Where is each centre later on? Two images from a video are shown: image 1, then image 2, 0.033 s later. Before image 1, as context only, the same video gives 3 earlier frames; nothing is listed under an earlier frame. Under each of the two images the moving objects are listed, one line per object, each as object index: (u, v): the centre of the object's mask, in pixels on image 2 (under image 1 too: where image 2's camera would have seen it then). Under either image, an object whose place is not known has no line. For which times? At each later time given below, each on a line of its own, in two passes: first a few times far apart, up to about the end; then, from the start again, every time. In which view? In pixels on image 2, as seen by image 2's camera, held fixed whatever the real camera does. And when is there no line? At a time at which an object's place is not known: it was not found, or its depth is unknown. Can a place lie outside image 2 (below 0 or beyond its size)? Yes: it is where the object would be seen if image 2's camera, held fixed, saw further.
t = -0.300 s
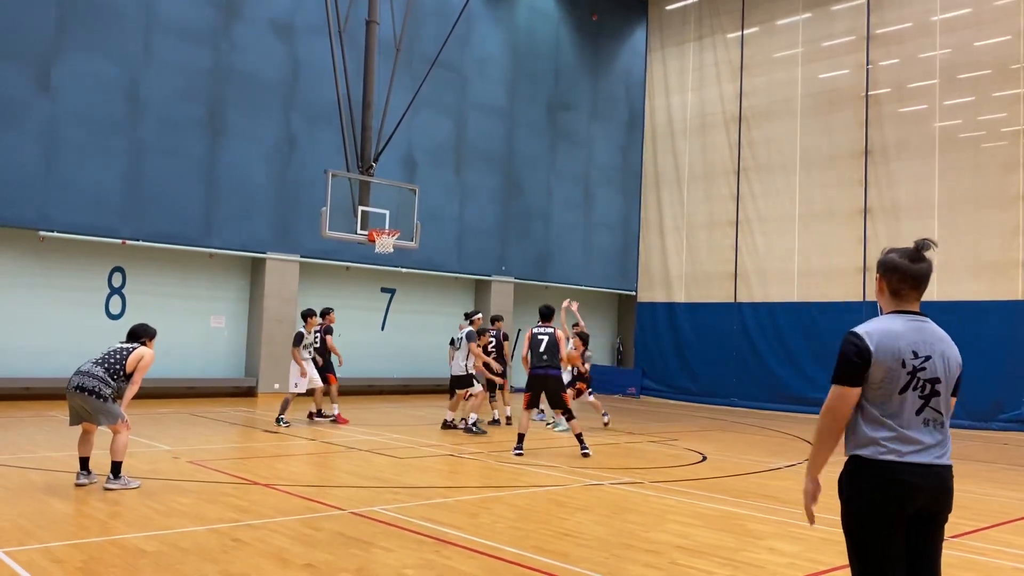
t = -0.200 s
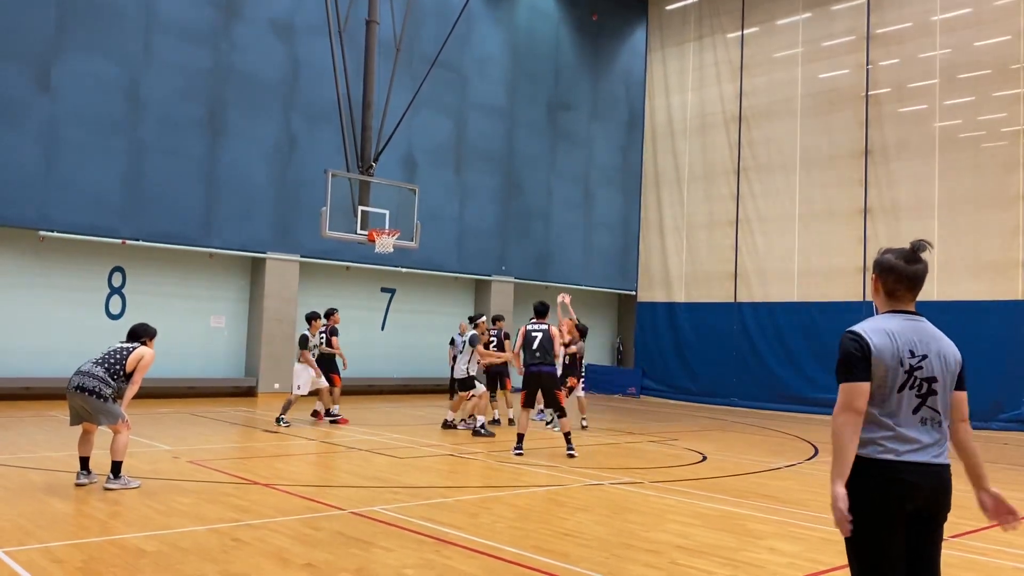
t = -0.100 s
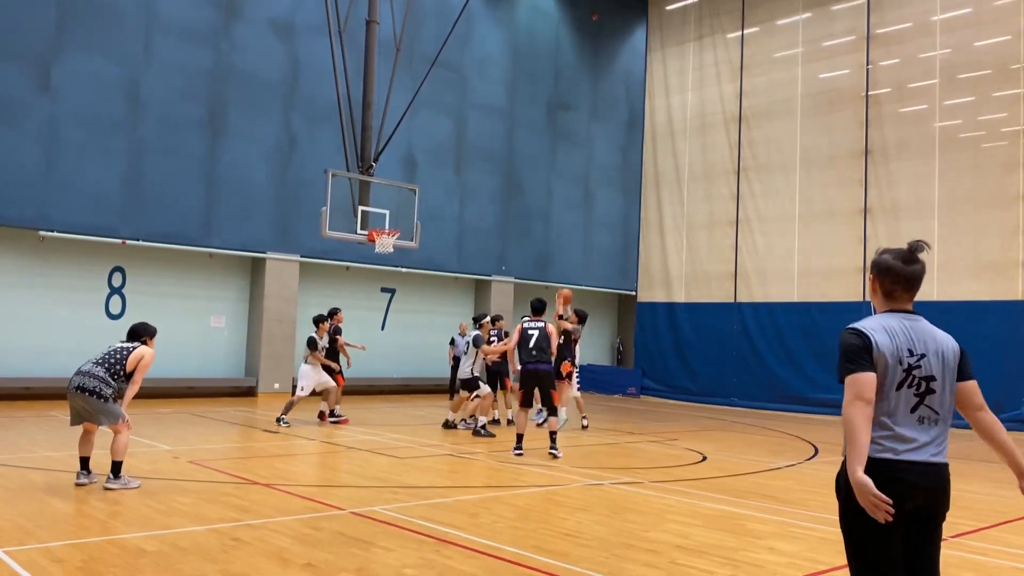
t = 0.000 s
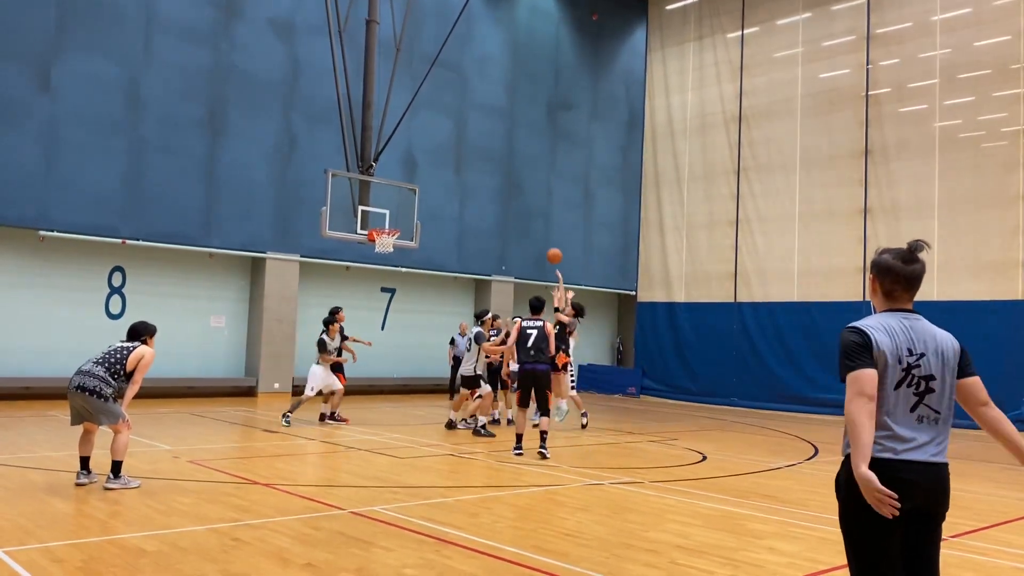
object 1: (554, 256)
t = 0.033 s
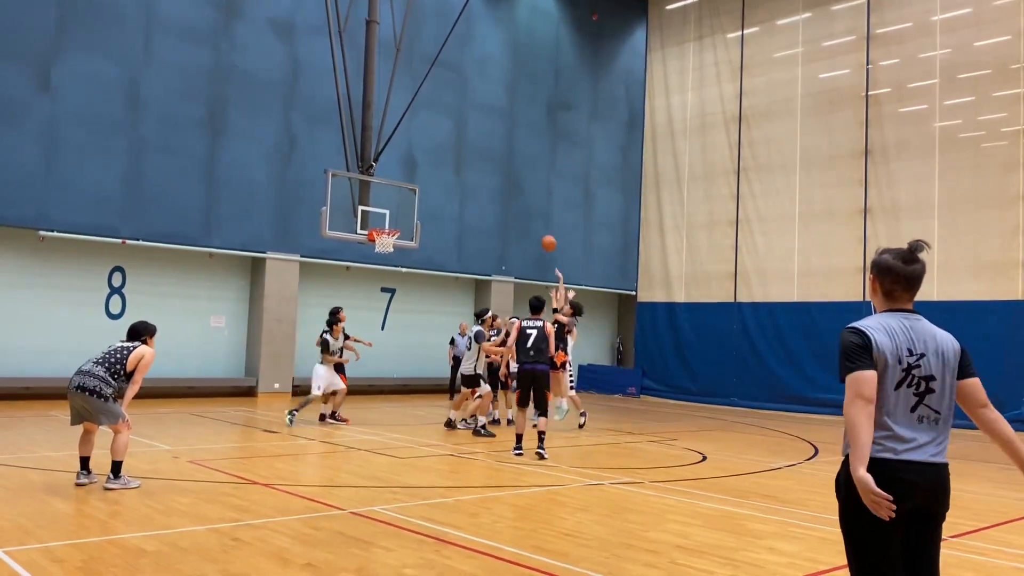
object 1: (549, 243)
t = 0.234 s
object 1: (516, 186)
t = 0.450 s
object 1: (482, 155)
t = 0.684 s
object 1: (445, 152)
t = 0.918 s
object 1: (410, 180)
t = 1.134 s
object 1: (402, 219)
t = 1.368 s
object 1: (445, 236)
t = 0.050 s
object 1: (546, 238)
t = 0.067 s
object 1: (544, 232)
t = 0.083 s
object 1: (541, 226)
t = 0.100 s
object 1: (538, 220)
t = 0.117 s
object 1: (535, 216)
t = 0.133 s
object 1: (532, 212)
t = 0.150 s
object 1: (530, 207)
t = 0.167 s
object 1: (527, 203)
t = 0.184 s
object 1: (524, 198)
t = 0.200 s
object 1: (522, 194)
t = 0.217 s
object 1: (519, 190)
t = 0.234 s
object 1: (516, 186)
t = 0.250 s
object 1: (513, 183)
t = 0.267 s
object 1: (511, 180)
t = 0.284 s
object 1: (508, 176)
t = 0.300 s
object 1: (505, 174)
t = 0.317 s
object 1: (503, 171)
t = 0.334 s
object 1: (500, 168)
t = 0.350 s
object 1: (498, 166)
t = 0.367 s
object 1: (495, 163)
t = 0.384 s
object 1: (492, 161)
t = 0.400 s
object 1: (490, 159)
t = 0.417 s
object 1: (487, 158)
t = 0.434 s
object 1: (484, 156)
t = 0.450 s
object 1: (482, 155)
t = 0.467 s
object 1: (479, 153)
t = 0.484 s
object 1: (477, 152)
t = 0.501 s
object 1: (474, 151)
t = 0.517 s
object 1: (471, 151)
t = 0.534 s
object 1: (469, 150)
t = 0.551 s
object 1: (466, 150)
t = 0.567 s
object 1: (464, 149)
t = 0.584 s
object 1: (461, 149)
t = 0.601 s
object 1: (458, 150)
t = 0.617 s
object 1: (456, 150)
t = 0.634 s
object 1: (453, 150)
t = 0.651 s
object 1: (451, 151)
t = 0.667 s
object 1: (448, 151)
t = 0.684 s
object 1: (445, 152)
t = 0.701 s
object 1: (443, 153)
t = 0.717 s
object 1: (440, 154)
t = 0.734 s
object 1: (438, 155)
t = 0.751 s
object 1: (435, 157)
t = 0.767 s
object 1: (433, 159)
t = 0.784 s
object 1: (430, 160)
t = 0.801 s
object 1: (428, 162)
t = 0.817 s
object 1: (425, 165)
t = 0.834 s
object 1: (423, 167)
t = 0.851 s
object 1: (420, 169)
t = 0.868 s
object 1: (417, 172)
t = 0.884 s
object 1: (415, 175)
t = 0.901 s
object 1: (412, 177)
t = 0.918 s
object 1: (410, 180)
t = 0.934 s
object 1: (407, 183)
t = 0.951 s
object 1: (405, 186)
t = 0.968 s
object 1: (403, 190)
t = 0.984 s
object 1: (400, 194)
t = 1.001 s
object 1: (397, 197)
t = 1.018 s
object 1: (397, 200)
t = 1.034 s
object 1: (398, 202)
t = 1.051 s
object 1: (398, 204)
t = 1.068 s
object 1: (399, 207)
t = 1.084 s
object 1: (400, 210)
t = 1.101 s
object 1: (400, 213)
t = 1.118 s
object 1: (401, 216)
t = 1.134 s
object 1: (402, 219)
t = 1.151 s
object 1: (402, 223)
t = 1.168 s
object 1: (403, 226)
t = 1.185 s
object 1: (405, 227)
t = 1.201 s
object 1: (408, 227)
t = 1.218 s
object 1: (413, 228)
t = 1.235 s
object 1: (416, 228)
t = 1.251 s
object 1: (420, 228)
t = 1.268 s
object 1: (424, 229)
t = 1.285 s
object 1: (427, 230)
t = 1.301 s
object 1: (431, 230)
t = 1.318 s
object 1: (434, 232)
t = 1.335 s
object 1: (438, 233)
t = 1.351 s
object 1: (441, 234)
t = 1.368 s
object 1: (445, 236)
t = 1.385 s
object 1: (448, 238)
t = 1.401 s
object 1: (452, 240)
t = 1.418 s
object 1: (455, 242)
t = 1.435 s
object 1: (459, 244)
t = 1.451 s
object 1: (462, 246)
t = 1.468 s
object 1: (466, 249)
